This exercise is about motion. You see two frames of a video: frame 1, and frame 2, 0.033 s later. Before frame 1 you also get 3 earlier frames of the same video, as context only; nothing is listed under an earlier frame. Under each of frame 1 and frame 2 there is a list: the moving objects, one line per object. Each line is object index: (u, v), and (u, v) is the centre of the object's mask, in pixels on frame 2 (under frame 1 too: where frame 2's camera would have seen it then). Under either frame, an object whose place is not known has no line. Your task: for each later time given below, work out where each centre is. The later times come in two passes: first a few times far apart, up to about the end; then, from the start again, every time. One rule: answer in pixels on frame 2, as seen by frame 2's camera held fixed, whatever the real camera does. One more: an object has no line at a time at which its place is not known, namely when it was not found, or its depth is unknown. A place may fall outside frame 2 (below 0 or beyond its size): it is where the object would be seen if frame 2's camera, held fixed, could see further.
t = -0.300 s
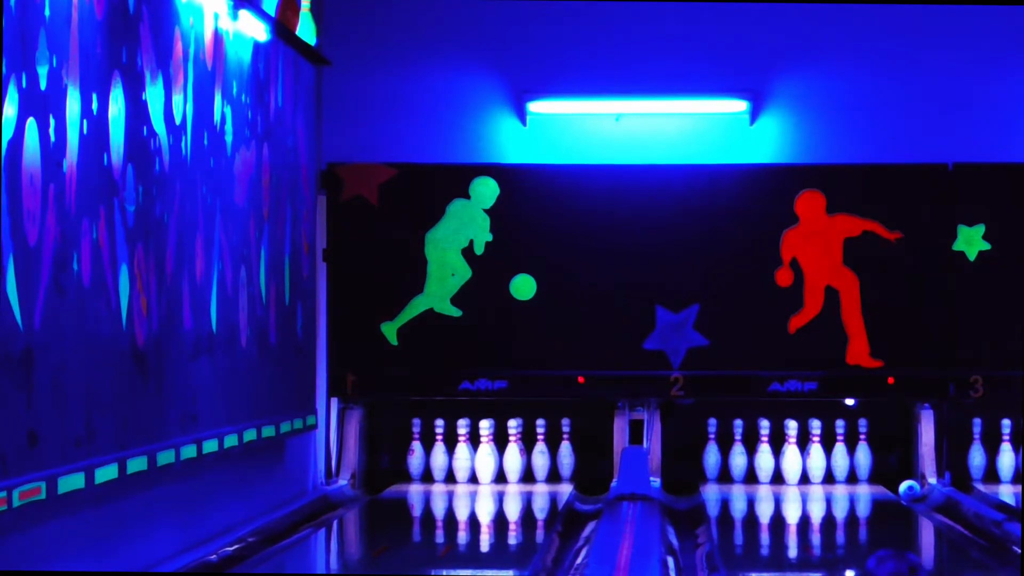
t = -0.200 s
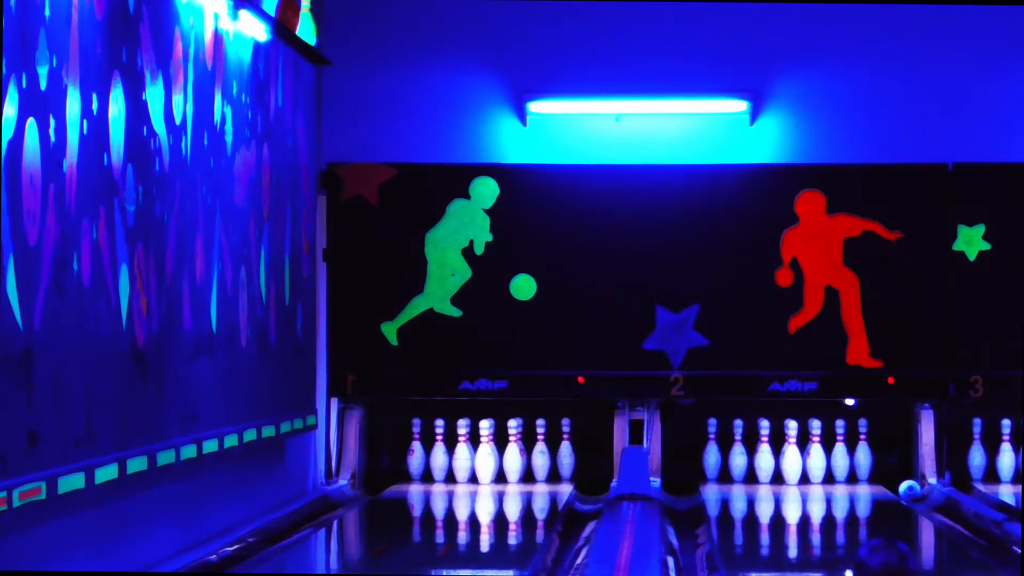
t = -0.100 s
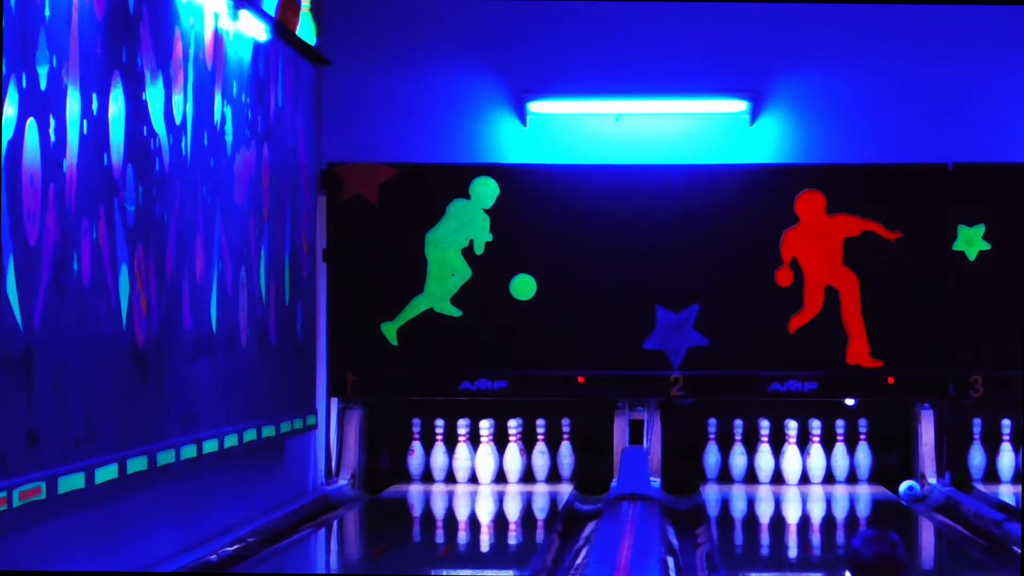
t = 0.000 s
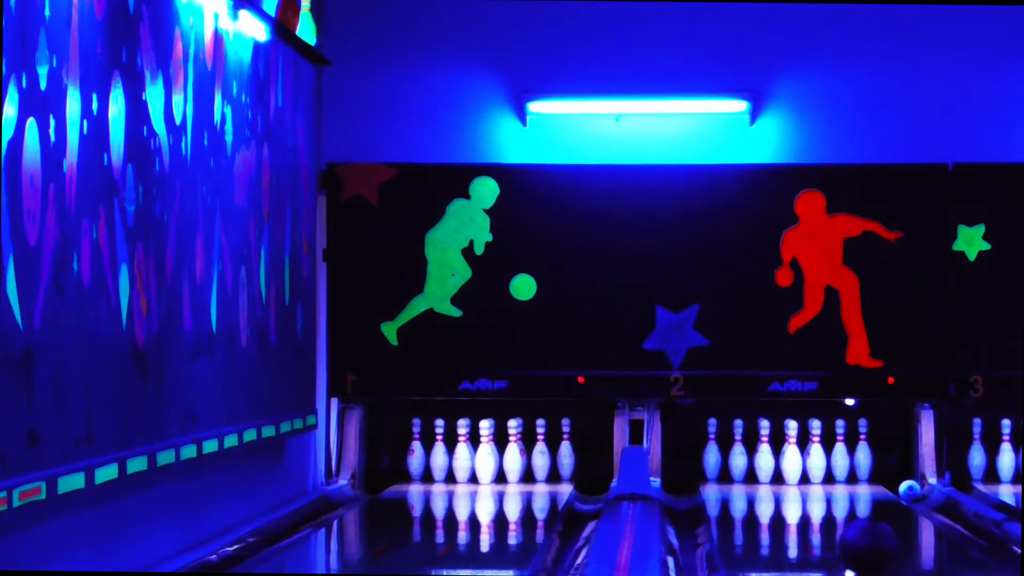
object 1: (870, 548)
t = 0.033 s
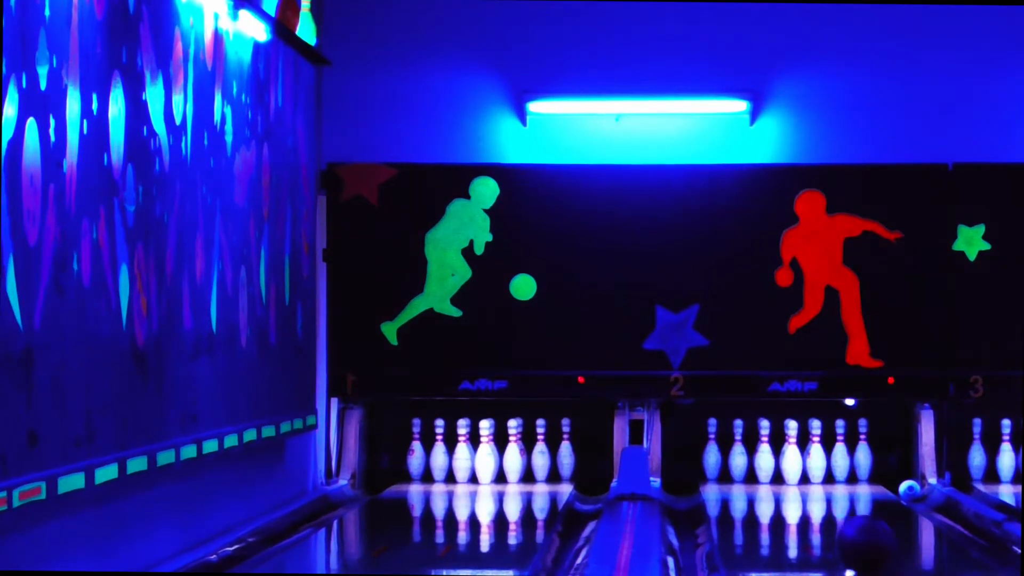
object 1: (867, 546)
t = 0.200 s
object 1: (854, 532)
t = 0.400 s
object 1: (842, 518)
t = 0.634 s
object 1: (831, 502)
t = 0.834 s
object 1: (823, 491)
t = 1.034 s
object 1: (816, 482)
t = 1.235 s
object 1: (810, 474)
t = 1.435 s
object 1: (807, 468)
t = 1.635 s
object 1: (823, 466)
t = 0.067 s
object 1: (864, 543)
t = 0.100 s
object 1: (862, 541)
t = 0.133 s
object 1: (859, 538)
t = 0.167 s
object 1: (857, 535)
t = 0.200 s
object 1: (854, 532)
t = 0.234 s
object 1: (851, 528)
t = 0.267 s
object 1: (849, 526)
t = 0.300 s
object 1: (847, 524)
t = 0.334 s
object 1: (845, 522)
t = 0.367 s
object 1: (844, 520)
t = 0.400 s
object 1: (842, 518)
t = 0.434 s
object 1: (840, 516)
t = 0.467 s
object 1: (839, 511)
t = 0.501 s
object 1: (838, 512)
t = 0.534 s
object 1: (836, 509)
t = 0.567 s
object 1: (835, 507)
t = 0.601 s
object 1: (833, 504)
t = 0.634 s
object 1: (831, 502)
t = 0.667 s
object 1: (830, 500)
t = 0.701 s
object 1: (829, 499)
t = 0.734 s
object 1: (827, 496)
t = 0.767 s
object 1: (825, 494)
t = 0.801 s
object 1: (824, 492)
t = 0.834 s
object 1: (823, 491)
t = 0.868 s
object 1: (821, 489)
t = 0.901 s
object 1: (823, 490)
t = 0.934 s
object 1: (819, 487)
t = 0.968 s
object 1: (818, 485)
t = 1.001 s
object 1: (817, 484)
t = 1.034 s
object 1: (816, 482)
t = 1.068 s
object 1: (815, 481)
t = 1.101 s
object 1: (814, 480)
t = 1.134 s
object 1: (813, 478)
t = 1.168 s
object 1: (812, 477)
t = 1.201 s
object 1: (811, 475)
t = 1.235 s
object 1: (810, 474)
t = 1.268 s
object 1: (809, 473)
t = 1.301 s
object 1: (808, 472)
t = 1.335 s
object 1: (807, 471)
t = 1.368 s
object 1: (806, 470)
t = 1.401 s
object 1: (805, 469)
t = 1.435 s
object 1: (807, 468)
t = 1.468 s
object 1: (811, 468)
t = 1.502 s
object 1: (813, 467)
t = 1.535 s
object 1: (816, 466)
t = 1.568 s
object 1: (819, 465)
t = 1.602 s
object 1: (821, 466)
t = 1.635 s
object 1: (823, 466)
